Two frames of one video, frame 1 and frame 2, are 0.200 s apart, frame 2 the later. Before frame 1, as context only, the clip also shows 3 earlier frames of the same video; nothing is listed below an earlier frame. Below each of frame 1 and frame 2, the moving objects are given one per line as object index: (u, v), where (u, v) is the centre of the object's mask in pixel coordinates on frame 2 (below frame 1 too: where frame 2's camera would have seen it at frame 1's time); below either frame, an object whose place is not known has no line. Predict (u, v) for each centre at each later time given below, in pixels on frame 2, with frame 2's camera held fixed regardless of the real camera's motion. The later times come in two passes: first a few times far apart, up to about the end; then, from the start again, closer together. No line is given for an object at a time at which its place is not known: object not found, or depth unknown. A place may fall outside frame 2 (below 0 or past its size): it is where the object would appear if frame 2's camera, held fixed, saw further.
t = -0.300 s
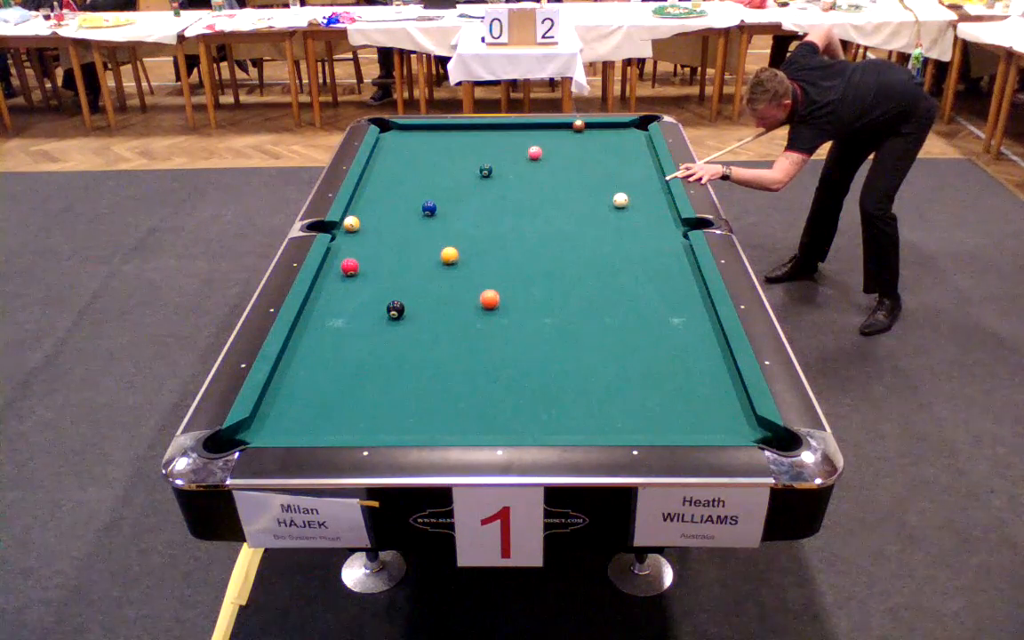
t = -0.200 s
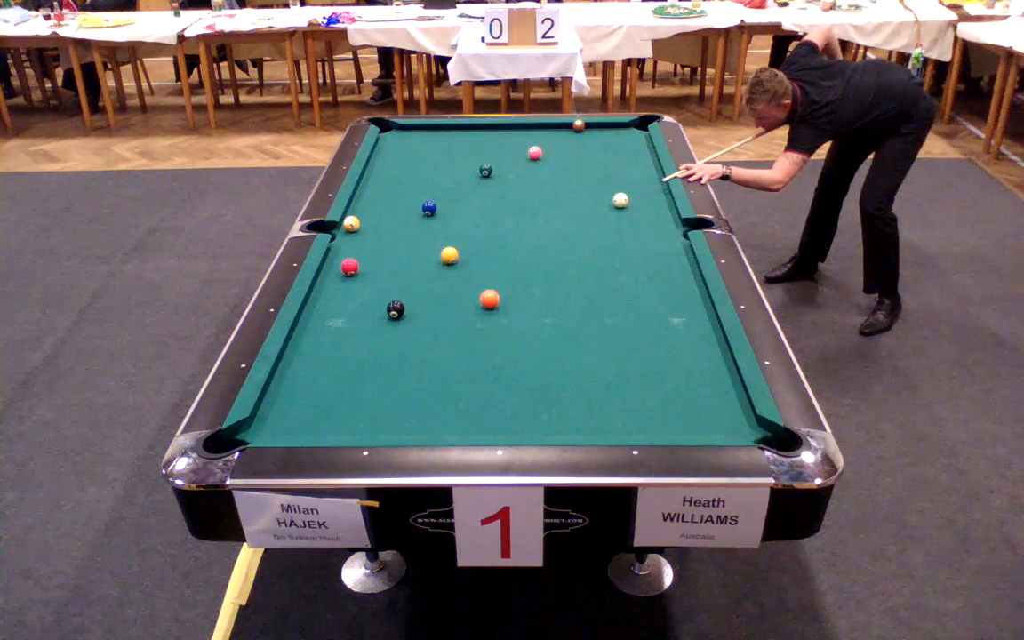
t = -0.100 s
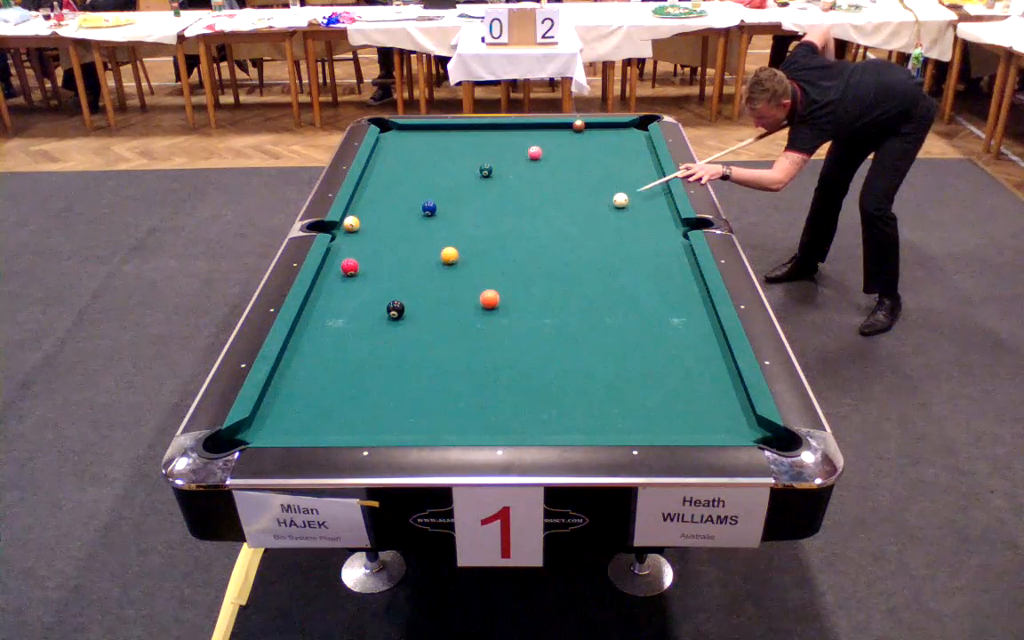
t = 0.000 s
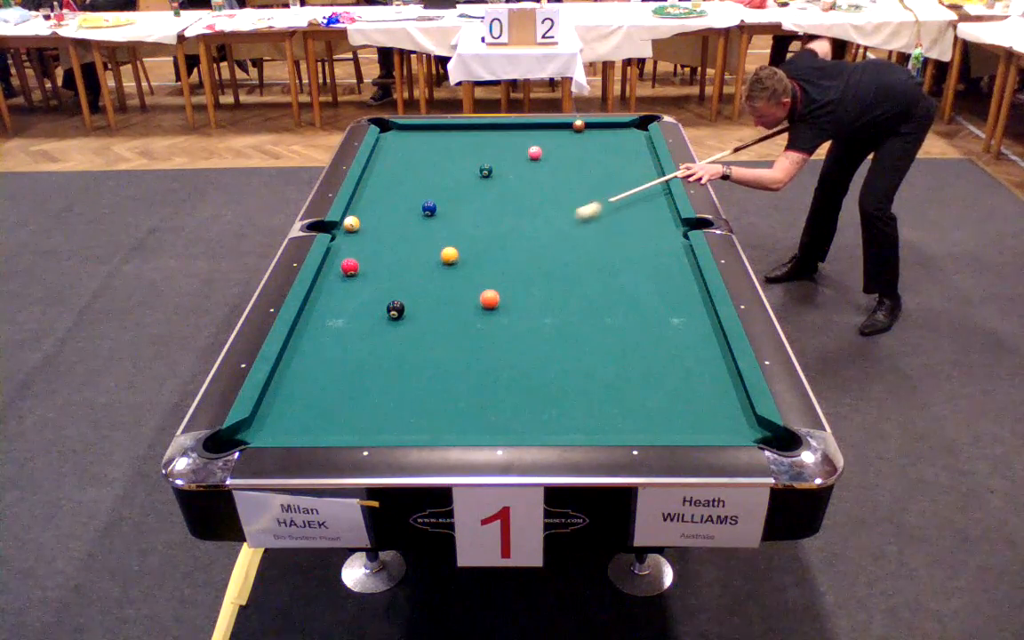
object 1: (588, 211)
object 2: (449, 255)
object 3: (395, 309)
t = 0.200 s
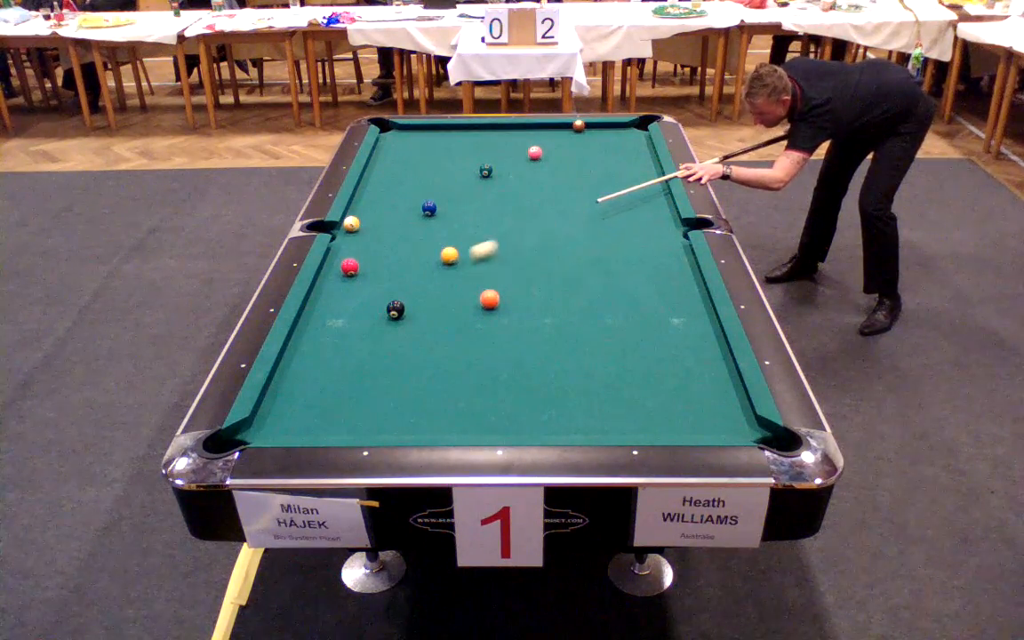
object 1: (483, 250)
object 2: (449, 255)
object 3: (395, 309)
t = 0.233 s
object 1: (467, 257)
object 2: (447, 254)
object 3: (395, 309)
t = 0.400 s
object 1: (416, 301)
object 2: (402, 250)
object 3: (395, 309)
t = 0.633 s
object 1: (430, 339)
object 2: (351, 244)
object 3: (295, 342)
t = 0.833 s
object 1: (433, 380)
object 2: (355, 241)
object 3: (330, 357)
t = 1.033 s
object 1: (437, 425)
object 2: (378, 239)
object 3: (360, 373)
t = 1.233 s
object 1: (452, 408)
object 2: (400, 237)
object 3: (392, 390)
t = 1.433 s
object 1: (466, 385)
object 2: (421, 235)
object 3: (424, 408)
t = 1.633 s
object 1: (479, 365)
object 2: (441, 232)
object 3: (457, 425)
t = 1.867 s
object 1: (492, 344)
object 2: (463, 230)
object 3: (494, 423)
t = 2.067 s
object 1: (502, 327)
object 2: (480, 228)
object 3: (524, 413)
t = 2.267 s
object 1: (511, 312)
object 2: (496, 227)
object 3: (551, 402)
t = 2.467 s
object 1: (518, 299)
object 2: (511, 225)
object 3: (576, 395)
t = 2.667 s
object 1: (525, 287)
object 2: (526, 223)
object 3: (599, 387)
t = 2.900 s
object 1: (532, 274)
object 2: (541, 222)
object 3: (624, 378)
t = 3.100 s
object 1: (538, 265)
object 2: (553, 221)
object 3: (643, 371)
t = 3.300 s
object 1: (542, 256)
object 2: (563, 219)
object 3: (661, 366)
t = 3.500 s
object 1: (546, 247)
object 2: (574, 218)
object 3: (677, 359)
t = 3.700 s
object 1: (550, 240)
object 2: (583, 217)
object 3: (692, 355)
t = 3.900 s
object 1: (554, 233)
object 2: (591, 217)
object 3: (706, 350)
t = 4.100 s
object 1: (557, 227)
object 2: (598, 216)
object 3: (718, 346)
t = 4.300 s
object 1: (560, 221)
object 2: (604, 215)
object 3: (712, 344)
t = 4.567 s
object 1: (563, 214)
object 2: (610, 214)
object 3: (703, 341)
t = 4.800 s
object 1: (566, 209)
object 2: (615, 214)
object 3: (697, 339)
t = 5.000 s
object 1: (567, 204)
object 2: (618, 213)
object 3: (693, 338)
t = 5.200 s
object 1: (569, 201)
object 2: (620, 213)
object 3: (690, 337)
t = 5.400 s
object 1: (570, 197)
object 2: (621, 213)
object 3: (688, 337)
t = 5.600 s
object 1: (572, 194)
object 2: (621, 213)
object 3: (687, 337)
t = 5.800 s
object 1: (573, 192)
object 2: (621, 213)
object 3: (687, 337)
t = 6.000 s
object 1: (574, 189)
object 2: (621, 213)
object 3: (687, 337)
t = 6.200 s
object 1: (574, 187)
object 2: (621, 213)
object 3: (687, 337)
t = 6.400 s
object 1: (575, 186)
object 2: (621, 213)
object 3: (687, 337)
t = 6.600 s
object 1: (575, 185)
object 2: (621, 213)
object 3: (687, 337)
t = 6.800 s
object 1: (575, 184)
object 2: (621, 213)
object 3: (687, 337)
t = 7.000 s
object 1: (576, 183)
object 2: (621, 213)
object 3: (687, 337)
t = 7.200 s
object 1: (576, 182)
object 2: (621, 213)
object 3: (687, 337)
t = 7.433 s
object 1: (576, 182)
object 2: (621, 213)
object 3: (687, 337)
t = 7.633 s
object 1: (576, 182)
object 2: (621, 213)
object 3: (687, 337)
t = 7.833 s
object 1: (576, 182)
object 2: (621, 213)
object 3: (687, 337)
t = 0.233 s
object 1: (467, 257)
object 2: (447, 254)
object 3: (395, 309)
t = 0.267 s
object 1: (457, 266)
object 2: (438, 253)
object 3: (395, 309)
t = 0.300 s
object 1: (448, 274)
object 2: (428, 252)
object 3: (395, 309)
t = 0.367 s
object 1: (427, 292)
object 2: (410, 250)
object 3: (395, 309)
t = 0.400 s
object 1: (416, 301)
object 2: (402, 250)
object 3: (395, 309)
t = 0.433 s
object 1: (415, 308)
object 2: (395, 249)
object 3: (381, 313)
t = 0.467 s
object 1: (419, 312)
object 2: (387, 248)
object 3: (364, 319)
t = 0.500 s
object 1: (422, 317)
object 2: (380, 247)
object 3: (349, 324)
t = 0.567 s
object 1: (428, 327)
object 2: (366, 246)
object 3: (318, 331)
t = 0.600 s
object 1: (429, 333)
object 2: (358, 245)
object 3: (303, 337)
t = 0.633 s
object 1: (430, 339)
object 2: (351, 244)
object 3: (295, 342)
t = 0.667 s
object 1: (430, 346)
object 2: (344, 244)
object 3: (303, 345)
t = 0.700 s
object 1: (431, 352)
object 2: (338, 243)
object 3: (308, 347)
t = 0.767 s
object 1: (432, 366)
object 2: (346, 242)
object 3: (320, 352)
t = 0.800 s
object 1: (433, 373)
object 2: (351, 241)
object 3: (324, 355)
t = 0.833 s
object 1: (433, 380)
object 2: (355, 241)
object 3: (330, 357)
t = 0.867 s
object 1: (434, 388)
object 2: (358, 241)
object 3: (335, 360)
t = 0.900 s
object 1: (434, 395)
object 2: (362, 240)
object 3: (340, 363)
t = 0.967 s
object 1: (435, 411)
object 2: (370, 240)
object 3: (350, 368)
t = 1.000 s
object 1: (436, 419)
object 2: (374, 239)
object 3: (355, 371)
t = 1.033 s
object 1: (437, 425)
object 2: (378, 239)
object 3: (360, 373)
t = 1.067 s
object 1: (438, 427)
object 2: (382, 238)
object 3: (366, 377)
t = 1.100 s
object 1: (442, 424)
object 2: (385, 238)
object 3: (371, 379)
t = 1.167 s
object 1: (447, 416)
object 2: (393, 237)
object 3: (381, 385)
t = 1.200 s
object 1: (450, 412)
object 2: (397, 237)
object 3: (386, 388)
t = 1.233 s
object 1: (452, 408)
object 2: (400, 237)
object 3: (392, 390)
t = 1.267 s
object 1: (455, 404)
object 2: (404, 236)
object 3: (397, 393)
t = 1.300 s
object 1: (457, 400)
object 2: (407, 236)
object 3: (403, 397)
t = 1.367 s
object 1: (462, 392)
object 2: (414, 235)
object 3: (414, 402)
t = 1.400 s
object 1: (464, 388)
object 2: (418, 235)
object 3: (419, 405)
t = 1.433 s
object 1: (466, 385)
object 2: (421, 235)
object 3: (424, 408)
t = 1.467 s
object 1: (468, 381)
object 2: (425, 234)
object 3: (430, 411)
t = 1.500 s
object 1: (471, 378)
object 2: (428, 234)
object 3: (435, 415)
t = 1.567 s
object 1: (475, 371)
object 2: (434, 233)
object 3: (446, 420)
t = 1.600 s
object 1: (477, 368)
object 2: (438, 233)
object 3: (452, 422)
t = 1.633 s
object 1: (479, 365)
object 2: (441, 232)
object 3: (457, 425)
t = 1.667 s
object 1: (481, 361)
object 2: (444, 232)
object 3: (463, 426)
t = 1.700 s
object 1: (483, 358)
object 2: (447, 232)
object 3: (469, 427)
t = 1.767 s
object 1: (487, 352)
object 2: (454, 231)
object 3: (479, 426)
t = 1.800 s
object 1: (488, 349)
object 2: (457, 230)
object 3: (485, 425)
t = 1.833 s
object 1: (490, 346)
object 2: (460, 230)
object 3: (490, 424)
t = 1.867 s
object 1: (492, 344)
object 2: (463, 230)
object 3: (494, 423)
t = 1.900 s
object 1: (494, 340)
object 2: (466, 230)
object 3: (500, 421)
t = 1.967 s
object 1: (497, 335)
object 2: (471, 229)
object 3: (510, 417)
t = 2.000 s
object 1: (499, 332)
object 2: (474, 229)
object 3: (515, 416)
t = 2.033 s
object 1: (500, 329)
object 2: (477, 229)
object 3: (519, 414)
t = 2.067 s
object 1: (502, 327)
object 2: (480, 228)
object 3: (524, 413)
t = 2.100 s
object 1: (503, 324)
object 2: (483, 228)
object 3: (529, 411)
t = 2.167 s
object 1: (506, 319)
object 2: (488, 227)
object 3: (538, 408)
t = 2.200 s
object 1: (508, 317)
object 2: (491, 227)
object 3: (542, 406)
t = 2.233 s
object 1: (509, 315)
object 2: (494, 227)
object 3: (546, 404)
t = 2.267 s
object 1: (511, 312)
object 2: (496, 227)
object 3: (551, 402)
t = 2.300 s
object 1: (512, 310)
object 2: (499, 226)
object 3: (556, 402)
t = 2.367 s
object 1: (514, 305)
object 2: (504, 226)
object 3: (563, 399)
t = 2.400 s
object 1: (516, 303)
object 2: (506, 226)
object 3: (568, 397)
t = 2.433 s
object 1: (517, 301)
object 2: (509, 225)
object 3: (572, 396)
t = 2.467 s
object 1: (518, 299)
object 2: (511, 225)
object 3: (576, 395)
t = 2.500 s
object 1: (519, 297)
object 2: (514, 225)
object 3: (580, 393)
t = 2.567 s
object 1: (521, 293)
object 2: (519, 224)
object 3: (587, 389)
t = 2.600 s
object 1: (523, 291)
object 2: (521, 224)
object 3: (592, 388)
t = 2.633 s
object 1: (524, 289)
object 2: (523, 224)
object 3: (596, 387)
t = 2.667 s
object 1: (525, 287)
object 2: (526, 223)
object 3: (599, 387)
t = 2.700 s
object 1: (526, 285)
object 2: (528, 223)
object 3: (603, 385)
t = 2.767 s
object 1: (528, 281)
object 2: (532, 223)
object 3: (610, 383)
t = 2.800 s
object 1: (529, 280)
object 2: (534, 222)
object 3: (614, 382)
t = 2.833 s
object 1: (530, 278)
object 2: (537, 223)
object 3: (617, 381)
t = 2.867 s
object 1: (531, 276)
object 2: (539, 222)
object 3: (620, 380)
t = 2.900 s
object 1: (532, 274)
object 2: (541, 222)
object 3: (624, 378)
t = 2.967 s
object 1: (534, 271)
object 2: (545, 222)
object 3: (630, 375)
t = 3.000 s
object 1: (535, 269)
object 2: (547, 221)
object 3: (634, 374)
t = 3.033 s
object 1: (536, 268)
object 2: (549, 221)
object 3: (637, 373)
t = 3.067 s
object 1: (537, 266)
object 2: (551, 221)
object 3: (640, 372)
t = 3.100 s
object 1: (538, 265)
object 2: (553, 221)
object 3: (643, 371)
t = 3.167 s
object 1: (539, 261)
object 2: (556, 220)
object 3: (649, 369)
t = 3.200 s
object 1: (540, 260)
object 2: (558, 220)
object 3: (652, 368)
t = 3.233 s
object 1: (541, 258)
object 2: (560, 220)
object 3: (655, 367)
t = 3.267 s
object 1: (541, 257)
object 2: (562, 220)
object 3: (658, 366)
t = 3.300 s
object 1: (542, 256)
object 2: (563, 219)
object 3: (661, 366)
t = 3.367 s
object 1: (544, 253)
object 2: (567, 219)
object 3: (666, 364)
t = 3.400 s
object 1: (544, 251)
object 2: (569, 219)
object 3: (669, 363)
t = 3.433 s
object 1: (545, 250)
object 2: (570, 219)
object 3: (672, 362)
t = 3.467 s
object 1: (546, 249)
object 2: (572, 218)
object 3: (674, 361)
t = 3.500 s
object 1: (546, 247)
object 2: (574, 218)
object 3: (677, 359)
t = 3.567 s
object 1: (548, 245)
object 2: (577, 218)
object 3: (682, 358)
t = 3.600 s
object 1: (548, 244)
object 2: (578, 218)
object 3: (685, 357)
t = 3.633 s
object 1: (549, 242)
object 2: (580, 218)
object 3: (687, 356)
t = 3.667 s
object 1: (550, 241)
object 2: (581, 218)
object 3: (690, 356)
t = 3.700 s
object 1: (550, 240)
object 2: (583, 217)
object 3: (692, 355)
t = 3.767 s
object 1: (552, 238)
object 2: (586, 217)
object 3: (696, 353)
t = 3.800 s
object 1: (552, 236)
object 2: (587, 217)
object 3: (699, 352)
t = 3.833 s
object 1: (553, 235)
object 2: (588, 217)
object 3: (701, 351)
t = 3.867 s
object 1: (553, 234)
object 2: (589, 217)
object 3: (703, 350)
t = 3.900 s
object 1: (554, 233)
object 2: (591, 217)
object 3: (706, 350)
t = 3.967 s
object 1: (555, 231)
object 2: (593, 217)
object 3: (710, 349)
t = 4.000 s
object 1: (556, 230)
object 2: (594, 216)
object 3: (712, 348)
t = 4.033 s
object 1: (556, 229)
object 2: (596, 216)
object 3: (714, 347)
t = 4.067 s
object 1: (556, 228)
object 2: (597, 216)
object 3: (716, 347)
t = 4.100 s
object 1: (557, 227)
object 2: (598, 216)
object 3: (718, 346)
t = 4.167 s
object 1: (558, 225)
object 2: (600, 216)
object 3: (717, 345)
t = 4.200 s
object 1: (558, 224)
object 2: (601, 215)
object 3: (716, 345)
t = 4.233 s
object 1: (559, 223)
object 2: (602, 215)
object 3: (714, 344)
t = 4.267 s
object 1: (559, 222)
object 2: (603, 215)
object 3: (713, 344)
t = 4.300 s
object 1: (560, 221)
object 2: (604, 215)
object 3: (712, 344)
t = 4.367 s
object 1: (561, 219)
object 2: (605, 215)
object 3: (709, 343)
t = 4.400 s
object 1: (561, 218)
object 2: (606, 215)
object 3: (708, 342)
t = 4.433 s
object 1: (561, 217)
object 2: (607, 215)
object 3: (707, 342)
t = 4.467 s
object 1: (562, 217)
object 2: (608, 215)
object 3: (706, 342)
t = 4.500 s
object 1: (562, 216)
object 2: (609, 214)
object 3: (705, 342)
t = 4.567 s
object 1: (563, 214)
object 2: (610, 214)
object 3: (703, 341)
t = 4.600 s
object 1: (563, 213)
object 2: (611, 214)
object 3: (702, 341)
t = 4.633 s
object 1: (564, 212)
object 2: (612, 214)
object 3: (701, 340)
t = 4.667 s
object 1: (564, 212)
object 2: (613, 214)
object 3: (700, 340)
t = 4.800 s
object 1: (566, 209)
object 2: (615, 214)
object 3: (697, 339)
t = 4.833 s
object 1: (566, 208)
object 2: (616, 214)
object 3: (696, 339)
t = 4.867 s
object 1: (567, 207)
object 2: (616, 213)
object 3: (695, 338)
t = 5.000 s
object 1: (567, 204)
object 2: (618, 213)
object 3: (693, 338)
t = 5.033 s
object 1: (568, 204)
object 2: (618, 213)
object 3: (692, 338)
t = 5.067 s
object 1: (568, 203)
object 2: (619, 213)
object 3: (692, 337)
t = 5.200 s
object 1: (569, 201)
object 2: (620, 213)
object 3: (690, 337)
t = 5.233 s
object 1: (569, 200)
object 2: (620, 213)
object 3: (689, 337)
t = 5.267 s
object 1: (570, 199)
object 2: (620, 213)
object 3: (689, 337)
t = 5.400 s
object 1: (570, 197)
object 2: (621, 213)
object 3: (688, 337)
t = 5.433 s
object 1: (571, 197)
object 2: (621, 213)
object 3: (688, 337)
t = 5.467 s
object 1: (571, 196)
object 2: (621, 213)
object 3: (688, 337)
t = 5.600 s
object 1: (572, 194)
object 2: (621, 213)
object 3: (687, 337)
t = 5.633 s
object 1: (572, 194)
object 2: (621, 213)
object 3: (687, 337)
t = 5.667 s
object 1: (572, 193)
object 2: (621, 213)
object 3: (687, 337)
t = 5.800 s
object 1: (573, 192)
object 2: (621, 213)
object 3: (687, 337)
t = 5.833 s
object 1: (573, 191)
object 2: (621, 213)
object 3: (687, 337)
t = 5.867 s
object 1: (573, 191)
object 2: (621, 213)
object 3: (687, 337)
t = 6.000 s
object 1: (574, 189)
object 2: (621, 213)
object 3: (687, 337)
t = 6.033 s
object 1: (574, 189)
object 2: (621, 213)
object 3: (687, 337)
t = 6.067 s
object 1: (574, 189)
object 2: (621, 213)
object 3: (687, 337)
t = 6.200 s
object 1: (574, 187)
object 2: (621, 213)
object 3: (687, 337)
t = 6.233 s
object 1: (574, 187)
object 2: (621, 213)
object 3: (687, 337)
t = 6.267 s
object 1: (575, 187)
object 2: (621, 213)
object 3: (687, 337)
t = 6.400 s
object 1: (575, 186)
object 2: (621, 213)
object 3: (687, 337)
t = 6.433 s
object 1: (575, 186)
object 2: (621, 213)
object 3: (687, 337)
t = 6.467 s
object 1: (575, 186)
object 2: (621, 213)
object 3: (687, 337)
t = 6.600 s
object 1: (575, 185)
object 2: (621, 213)
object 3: (687, 337)
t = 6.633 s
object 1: (575, 184)
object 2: (621, 213)
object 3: (687, 337)
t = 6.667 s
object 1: (575, 184)
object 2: (621, 213)
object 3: (687, 337)
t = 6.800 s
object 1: (575, 184)
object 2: (621, 213)
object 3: (687, 337)
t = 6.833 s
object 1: (575, 184)
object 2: (621, 213)
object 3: (687, 337)
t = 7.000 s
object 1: (576, 183)
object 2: (621, 213)
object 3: (687, 337)
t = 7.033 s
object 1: (576, 183)
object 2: (621, 213)
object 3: (687, 337)
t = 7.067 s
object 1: (576, 183)
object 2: (621, 213)
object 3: (687, 337)
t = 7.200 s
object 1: (576, 182)
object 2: (621, 213)
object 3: (687, 337)
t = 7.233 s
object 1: (576, 182)
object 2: (621, 213)
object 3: (687, 337)
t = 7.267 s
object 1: (576, 182)
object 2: (621, 213)
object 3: (687, 337)
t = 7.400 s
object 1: (576, 182)
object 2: (621, 213)
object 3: (687, 337)
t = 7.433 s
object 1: (576, 182)
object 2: (621, 213)
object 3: (687, 337)
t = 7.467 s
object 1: (576, 182)
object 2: (621, 213)
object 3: (687, 337)
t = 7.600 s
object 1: (576, 182)
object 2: (621, 213)
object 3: (687, 337)
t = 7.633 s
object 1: (576, 182)
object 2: (621, 213)
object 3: (687, 337)
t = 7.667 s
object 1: (576, 182)
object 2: (621, 213)
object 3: (687, 337)
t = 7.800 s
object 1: (576, 182)
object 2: (621, 213)
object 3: (687, 337)
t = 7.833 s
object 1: (576, 182)
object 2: (621, 213)
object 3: (687, 337)
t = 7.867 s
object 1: (576, 182)
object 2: (621, 213)
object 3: (687, 337)
